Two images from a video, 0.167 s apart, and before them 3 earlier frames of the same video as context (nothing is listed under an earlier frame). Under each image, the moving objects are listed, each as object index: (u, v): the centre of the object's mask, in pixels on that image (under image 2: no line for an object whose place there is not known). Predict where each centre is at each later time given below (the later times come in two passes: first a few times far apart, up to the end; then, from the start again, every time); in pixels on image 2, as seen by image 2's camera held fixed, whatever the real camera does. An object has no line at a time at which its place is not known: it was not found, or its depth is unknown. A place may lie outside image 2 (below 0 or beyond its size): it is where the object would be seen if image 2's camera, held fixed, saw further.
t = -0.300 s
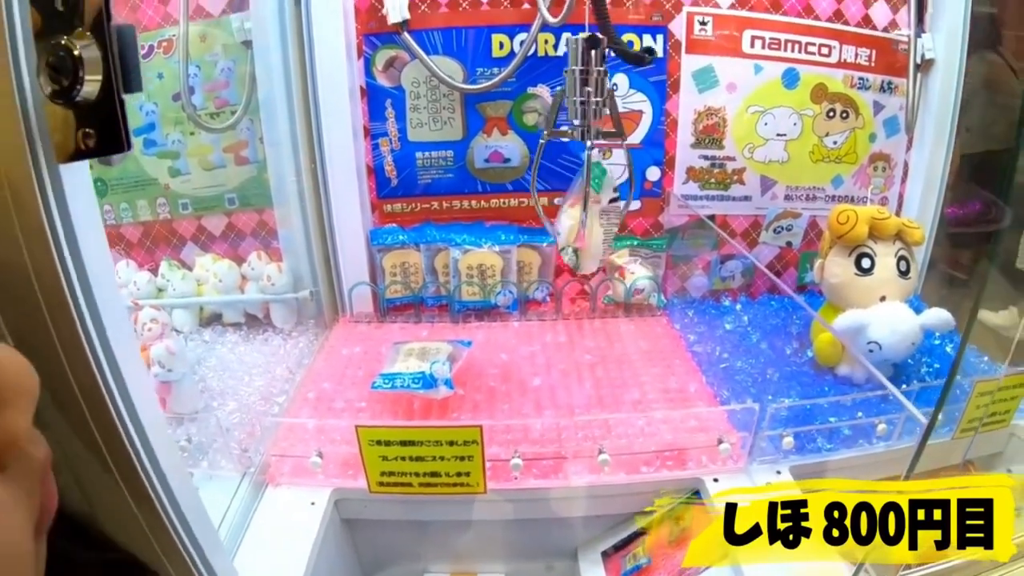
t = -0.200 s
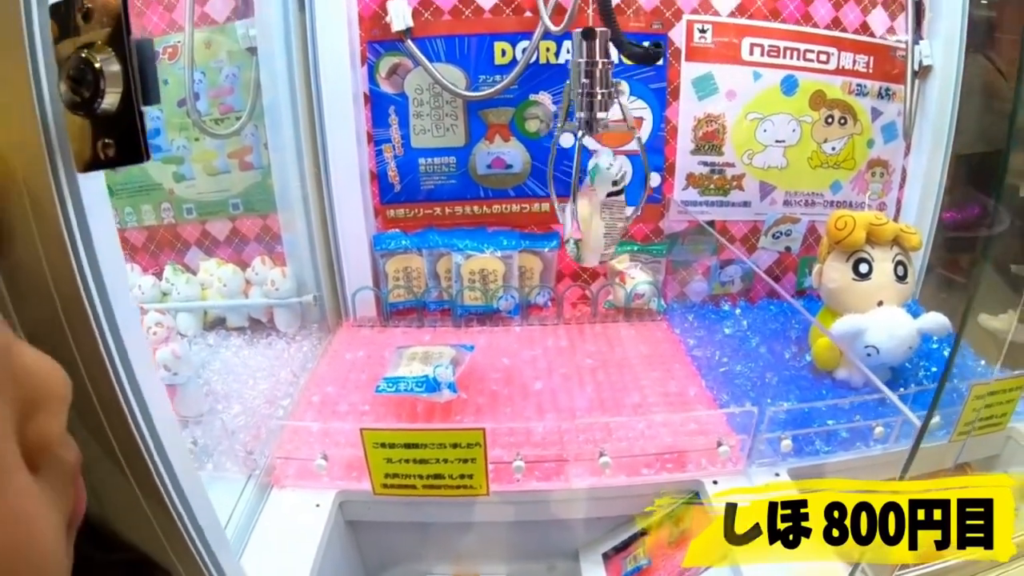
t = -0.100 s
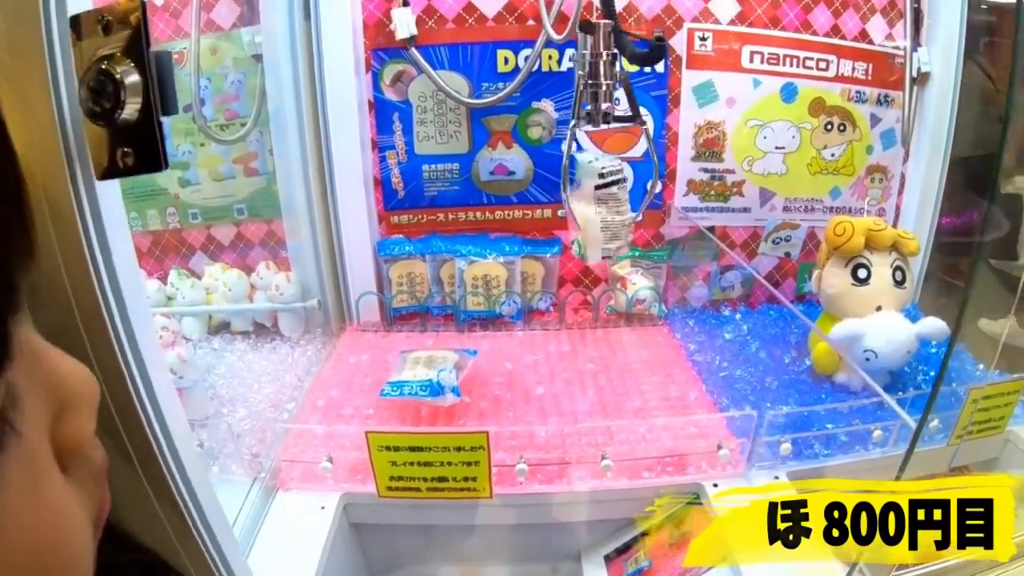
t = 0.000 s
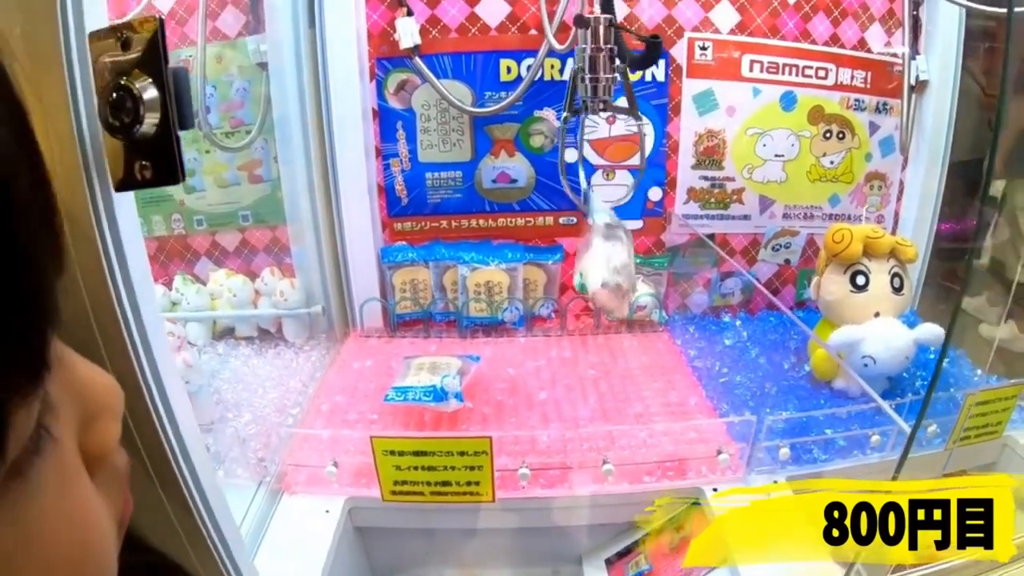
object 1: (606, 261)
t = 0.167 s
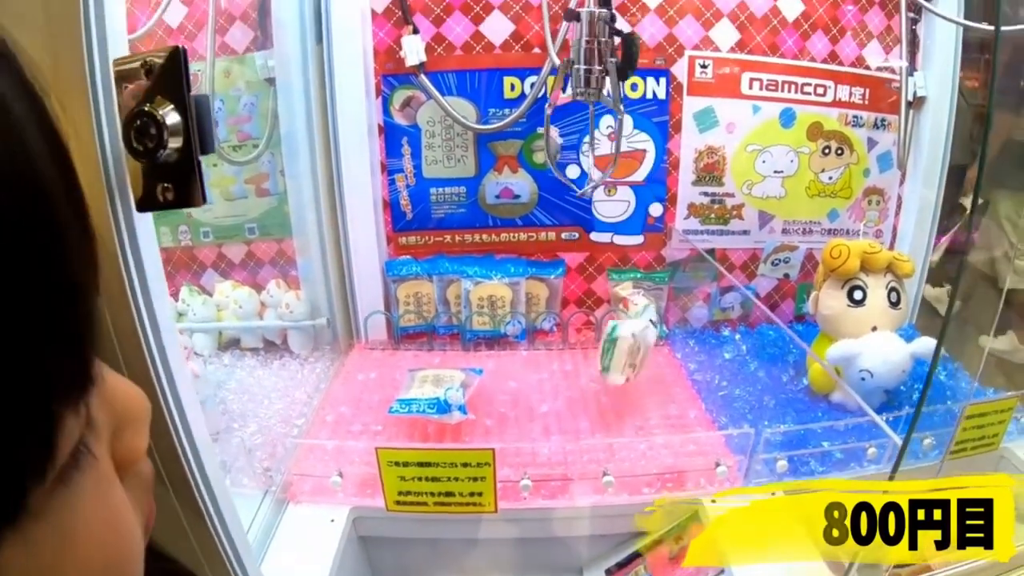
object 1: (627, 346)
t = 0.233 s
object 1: (637, 344)
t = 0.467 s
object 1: (664, 367)
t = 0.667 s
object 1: (658, 367)
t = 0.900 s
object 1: (658, 367)
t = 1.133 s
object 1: (659, 366)
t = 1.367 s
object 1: (659, 366)
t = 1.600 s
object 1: (659, 366)
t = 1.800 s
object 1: (658, 366)
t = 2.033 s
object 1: (658, 366)
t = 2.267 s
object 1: (658, 366)
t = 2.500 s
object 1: (658, 366)
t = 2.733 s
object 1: (658, 366)
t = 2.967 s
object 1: (658, 365)
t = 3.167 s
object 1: (658, 365)
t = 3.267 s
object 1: (658, 365)
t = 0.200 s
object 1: (632, 342)
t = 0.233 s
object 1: (637, 344)
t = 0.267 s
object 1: (642, 349)
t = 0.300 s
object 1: (648, 356)
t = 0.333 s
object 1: (653, 363)
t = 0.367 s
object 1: (659, 366)
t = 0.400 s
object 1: (662, 366)
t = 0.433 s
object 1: (664, 366)
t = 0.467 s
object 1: (664, 367)
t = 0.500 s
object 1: (664, 367)
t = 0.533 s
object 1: (663, 367)
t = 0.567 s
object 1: (662, 368)
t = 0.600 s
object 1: (661, 367)
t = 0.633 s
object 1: (658, 367)
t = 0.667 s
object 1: (658, 367)
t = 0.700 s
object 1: (658, 367)
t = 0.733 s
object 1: (658, 367)
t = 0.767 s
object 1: (659, 367)
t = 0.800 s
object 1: (659, 367)
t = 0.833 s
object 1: (658, 367)
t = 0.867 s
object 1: (658, 367)
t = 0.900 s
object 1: (658, 367)
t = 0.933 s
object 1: (659, 367)
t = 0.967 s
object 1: (658, 367)
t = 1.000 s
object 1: (658, 367)
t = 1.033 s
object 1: (659, 367)
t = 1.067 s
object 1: (659, 367)
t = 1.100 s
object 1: (658, 367)
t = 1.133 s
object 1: (659, 366)
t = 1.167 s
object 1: (658, 367)
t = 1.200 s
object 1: (657, 367)
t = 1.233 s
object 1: (659, 366)
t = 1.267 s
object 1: (659, 366)
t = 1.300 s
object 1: (659, 366)
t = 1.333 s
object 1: (659, 366)
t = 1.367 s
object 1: (659, 366)
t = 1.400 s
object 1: (659, 366)
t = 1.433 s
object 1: (659, 366)
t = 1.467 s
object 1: (659, 366)
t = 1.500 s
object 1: (659, 366)
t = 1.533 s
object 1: (659, 366)
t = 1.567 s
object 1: (659, 366)
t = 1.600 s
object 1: (659, 366)
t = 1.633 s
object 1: (659, 366)
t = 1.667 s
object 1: (659, 366)
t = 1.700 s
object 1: (658, 366)
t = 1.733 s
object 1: (658, 366)
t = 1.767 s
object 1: (658, 366)
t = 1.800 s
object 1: (658, 366)
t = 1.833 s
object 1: (658, 366)
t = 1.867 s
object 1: (658, 366)
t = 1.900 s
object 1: (658, 366)
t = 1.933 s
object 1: (658, 367)
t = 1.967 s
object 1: (658, 366)
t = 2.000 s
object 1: (658, 366)
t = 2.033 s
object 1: (658, 366)
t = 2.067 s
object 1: (658, 366)
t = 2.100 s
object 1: (658, 366)
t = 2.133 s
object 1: (658, 366)
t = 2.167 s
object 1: (658, 366)
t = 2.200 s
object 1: (658, 366)
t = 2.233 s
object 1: (658, 366)
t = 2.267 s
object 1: (658, 366)
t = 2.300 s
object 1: (658, 366)
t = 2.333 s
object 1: (658, 366)
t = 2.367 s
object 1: (658, 366)
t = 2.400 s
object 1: (658, 366)
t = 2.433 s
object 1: (658, 365)
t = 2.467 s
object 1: (659, 365)
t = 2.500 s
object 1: (658, 366)
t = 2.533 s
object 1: (657, 366)
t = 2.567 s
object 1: (658, 366)
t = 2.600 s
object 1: (658, 366)
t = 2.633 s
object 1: (657, 366)
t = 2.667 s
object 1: (658, 366)
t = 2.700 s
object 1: (658, 366)
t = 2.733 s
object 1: (658, 366)
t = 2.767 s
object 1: (658, 365)
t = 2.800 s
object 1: (658, 365)
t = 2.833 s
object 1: (658, 365)
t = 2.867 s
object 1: (658, 365)
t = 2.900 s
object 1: (658, 365)
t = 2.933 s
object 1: (658, 365)
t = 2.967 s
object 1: (658, 365)
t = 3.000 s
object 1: (658, 365)
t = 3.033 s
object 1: (658, 365)
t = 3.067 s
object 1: (658, 365)
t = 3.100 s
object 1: (657, 365)
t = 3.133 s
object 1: (658, 365)
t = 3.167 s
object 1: (658, 365)
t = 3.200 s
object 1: (657, 365)
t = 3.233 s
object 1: (657, 365)
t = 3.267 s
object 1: (658, 365)
